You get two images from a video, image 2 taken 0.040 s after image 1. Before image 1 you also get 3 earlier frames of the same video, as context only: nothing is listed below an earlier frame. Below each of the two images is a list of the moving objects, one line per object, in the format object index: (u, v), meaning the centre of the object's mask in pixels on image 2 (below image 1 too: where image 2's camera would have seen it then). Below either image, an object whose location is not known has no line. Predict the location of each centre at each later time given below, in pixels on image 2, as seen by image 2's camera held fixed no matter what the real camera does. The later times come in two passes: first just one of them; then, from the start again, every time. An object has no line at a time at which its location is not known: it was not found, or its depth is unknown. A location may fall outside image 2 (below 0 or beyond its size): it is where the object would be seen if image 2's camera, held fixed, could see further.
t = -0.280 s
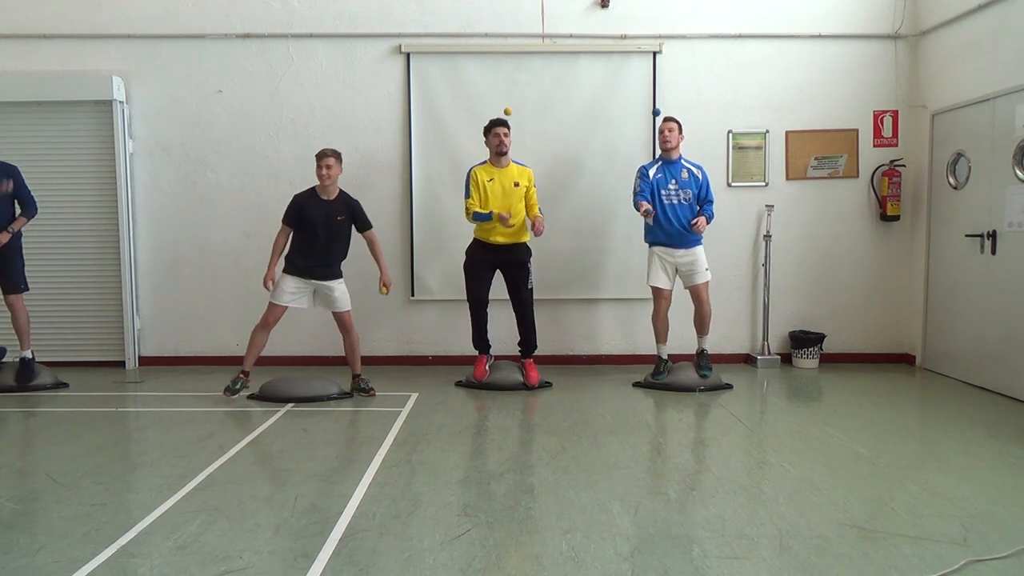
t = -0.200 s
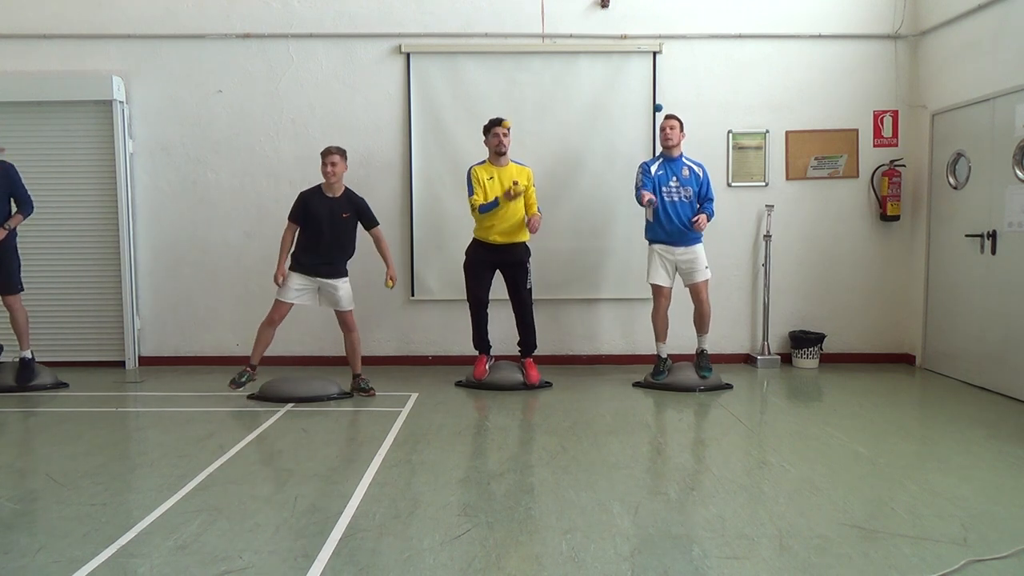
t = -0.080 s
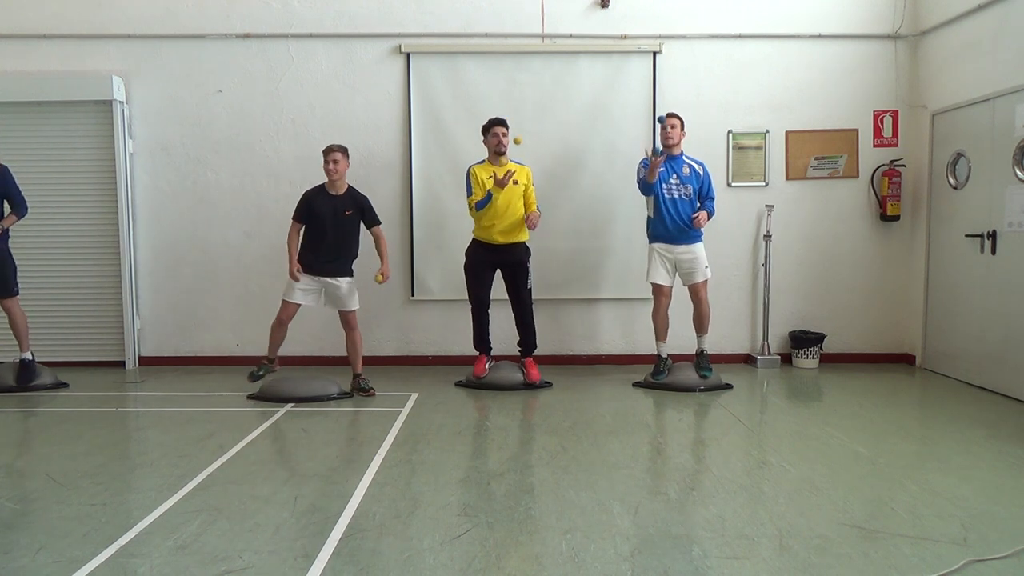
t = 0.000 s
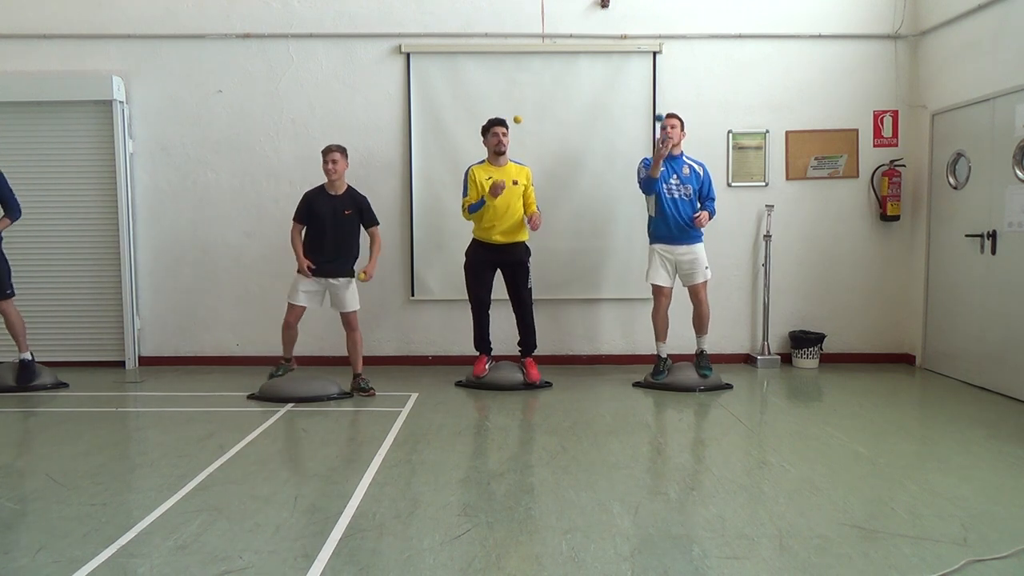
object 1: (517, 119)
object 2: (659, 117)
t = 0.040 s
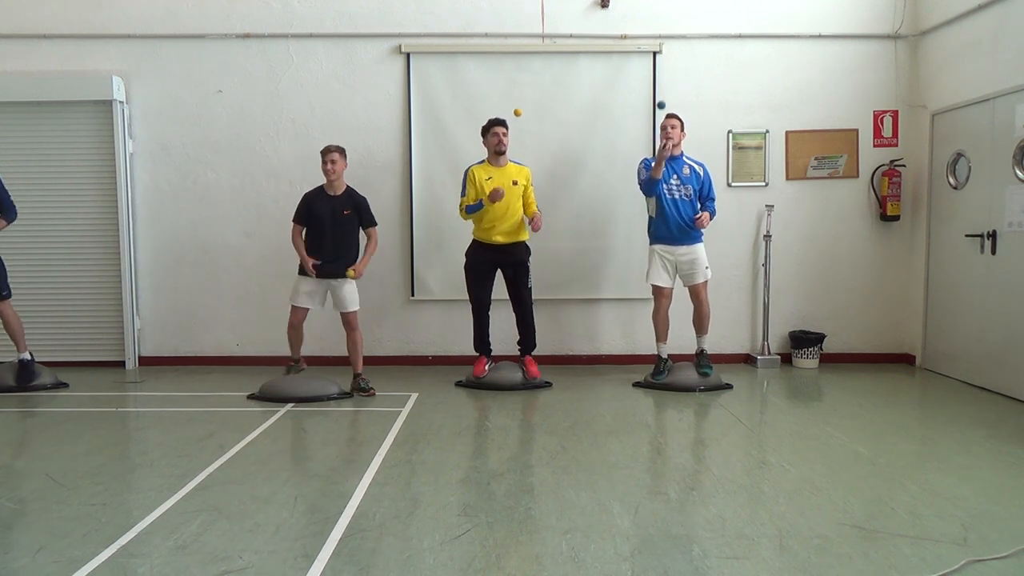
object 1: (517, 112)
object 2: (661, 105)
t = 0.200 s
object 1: (518, 108)
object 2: (668, 78)
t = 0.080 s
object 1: (518, 107)
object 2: (663, 94)
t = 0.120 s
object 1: (518, 105)
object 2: (664, 86)
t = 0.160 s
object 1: (518, 105)
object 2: (665, 81)
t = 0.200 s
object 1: (518, 108)
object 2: (668, 78)
